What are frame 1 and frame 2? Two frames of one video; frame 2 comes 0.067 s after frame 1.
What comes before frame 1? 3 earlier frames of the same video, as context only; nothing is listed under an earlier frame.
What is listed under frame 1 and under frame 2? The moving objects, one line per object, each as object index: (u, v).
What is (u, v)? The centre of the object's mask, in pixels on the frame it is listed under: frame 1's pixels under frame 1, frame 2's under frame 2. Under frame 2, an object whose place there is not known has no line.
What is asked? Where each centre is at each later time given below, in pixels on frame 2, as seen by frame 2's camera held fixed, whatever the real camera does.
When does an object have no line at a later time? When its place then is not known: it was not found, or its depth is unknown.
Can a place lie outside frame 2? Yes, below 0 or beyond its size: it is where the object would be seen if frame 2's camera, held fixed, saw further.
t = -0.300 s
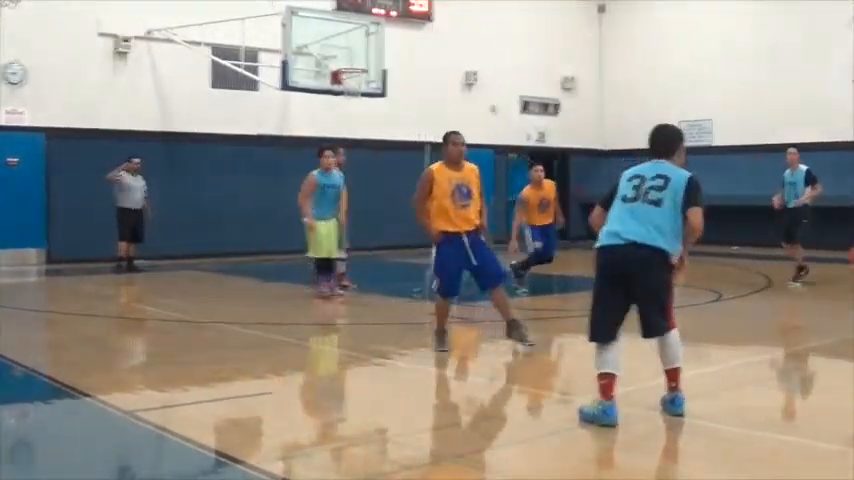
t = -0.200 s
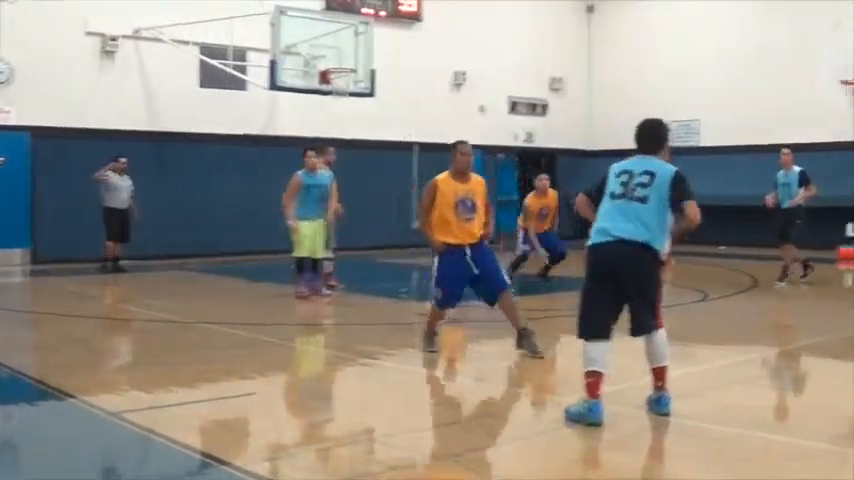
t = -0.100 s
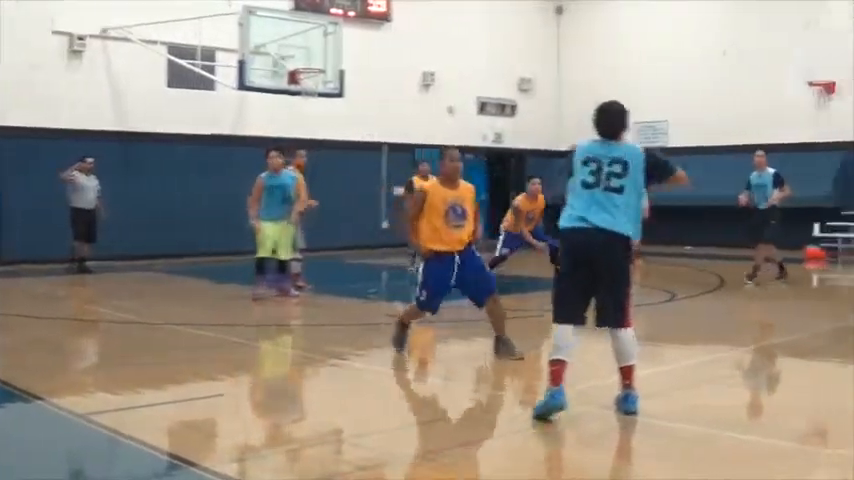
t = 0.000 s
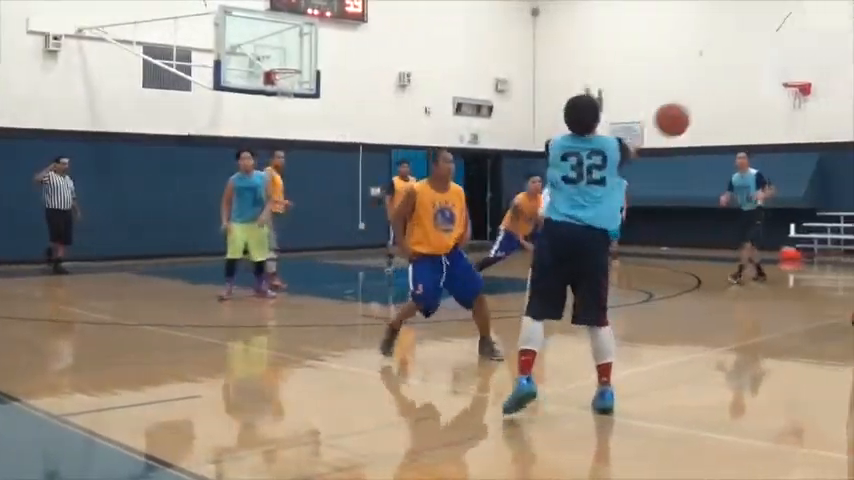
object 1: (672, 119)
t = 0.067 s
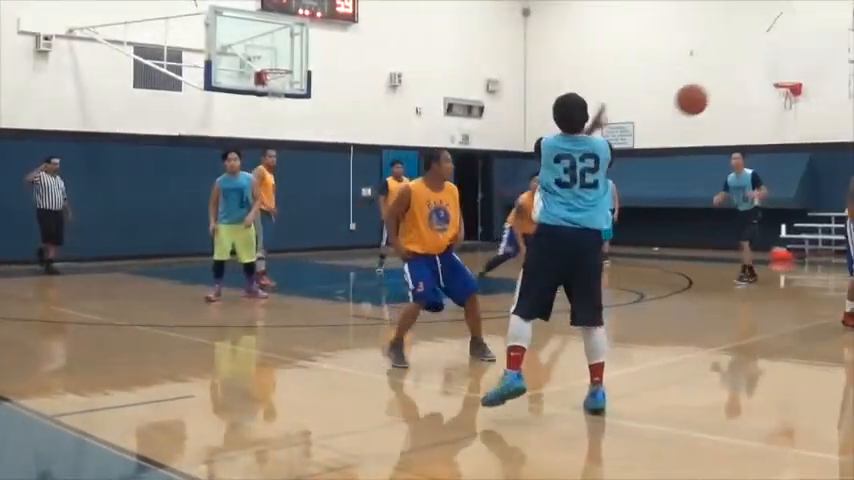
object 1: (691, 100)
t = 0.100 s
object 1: (705, 92)
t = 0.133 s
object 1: (716, 87)
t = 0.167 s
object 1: (727, 83)
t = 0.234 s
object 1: (747, 80)
